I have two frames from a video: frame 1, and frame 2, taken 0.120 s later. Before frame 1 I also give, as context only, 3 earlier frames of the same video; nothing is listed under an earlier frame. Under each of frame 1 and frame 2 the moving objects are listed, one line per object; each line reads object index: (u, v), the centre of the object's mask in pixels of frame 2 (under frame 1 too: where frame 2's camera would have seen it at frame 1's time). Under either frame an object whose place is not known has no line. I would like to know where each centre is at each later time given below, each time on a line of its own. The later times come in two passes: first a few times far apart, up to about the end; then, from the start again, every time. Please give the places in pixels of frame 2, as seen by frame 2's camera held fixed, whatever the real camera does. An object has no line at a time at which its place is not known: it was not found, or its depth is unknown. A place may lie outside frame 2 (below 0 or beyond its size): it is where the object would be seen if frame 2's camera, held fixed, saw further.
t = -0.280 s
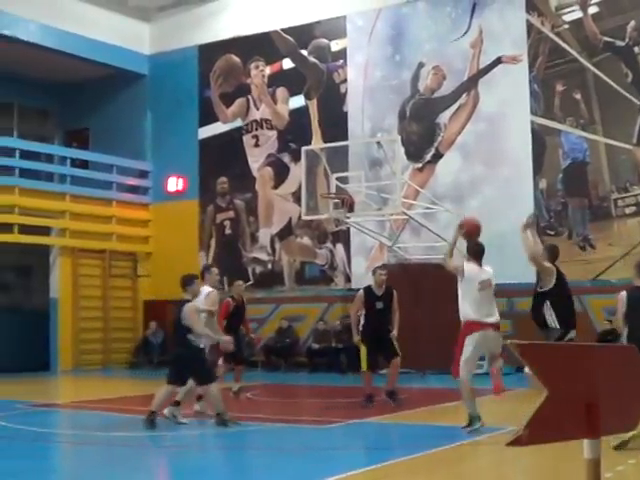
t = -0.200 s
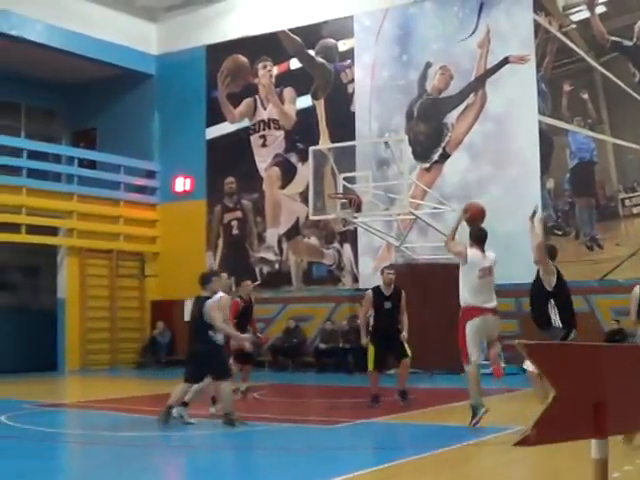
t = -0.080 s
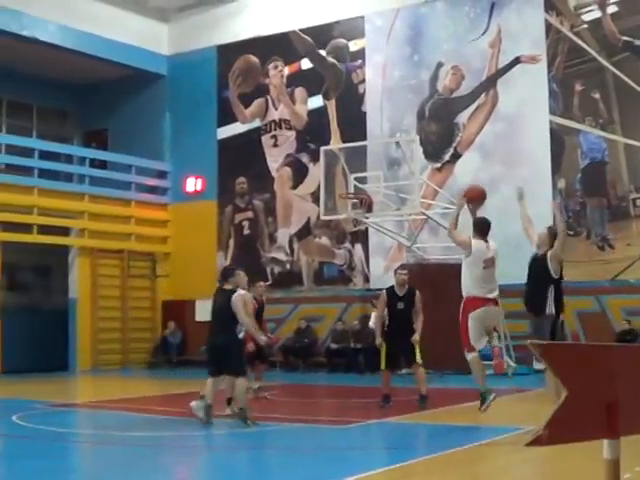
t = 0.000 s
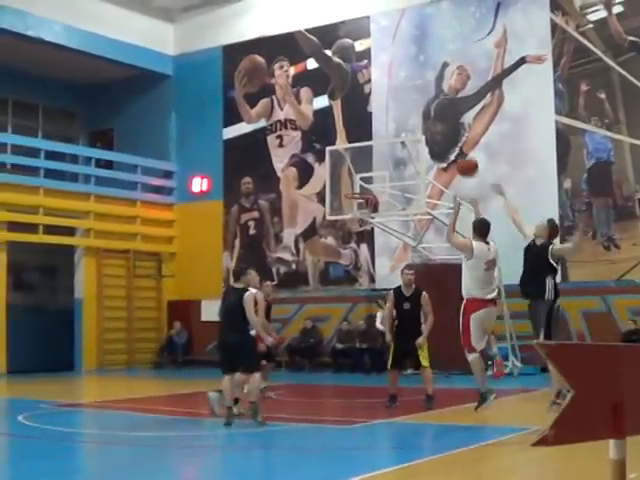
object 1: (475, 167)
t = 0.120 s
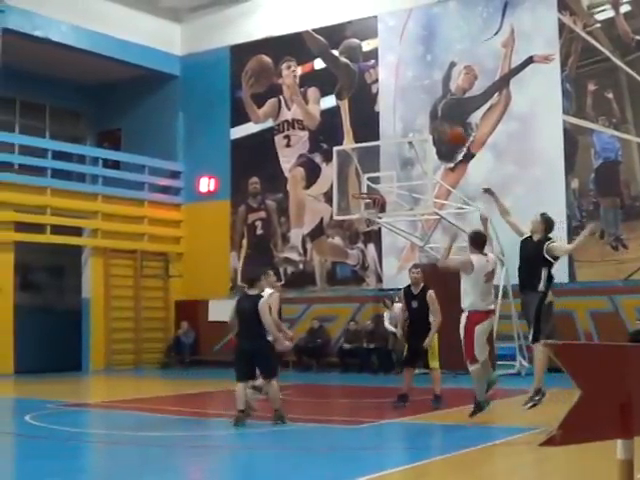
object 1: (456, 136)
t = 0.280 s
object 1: (435, 119)
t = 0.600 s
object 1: (406, 141)
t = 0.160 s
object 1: (451, 129)
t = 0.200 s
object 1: (445, 125)
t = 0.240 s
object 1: (440, 121)
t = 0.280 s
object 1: (435, 119)
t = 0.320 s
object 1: (431, 118)
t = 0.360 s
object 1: (426, 118)
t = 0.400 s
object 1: (423, 119)
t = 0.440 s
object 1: (419, 122)
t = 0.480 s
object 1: (416, 125)
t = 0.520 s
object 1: (412, 130)
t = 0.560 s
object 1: (409, 136)
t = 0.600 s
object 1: (406, 141)
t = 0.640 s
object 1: (403, 149)
